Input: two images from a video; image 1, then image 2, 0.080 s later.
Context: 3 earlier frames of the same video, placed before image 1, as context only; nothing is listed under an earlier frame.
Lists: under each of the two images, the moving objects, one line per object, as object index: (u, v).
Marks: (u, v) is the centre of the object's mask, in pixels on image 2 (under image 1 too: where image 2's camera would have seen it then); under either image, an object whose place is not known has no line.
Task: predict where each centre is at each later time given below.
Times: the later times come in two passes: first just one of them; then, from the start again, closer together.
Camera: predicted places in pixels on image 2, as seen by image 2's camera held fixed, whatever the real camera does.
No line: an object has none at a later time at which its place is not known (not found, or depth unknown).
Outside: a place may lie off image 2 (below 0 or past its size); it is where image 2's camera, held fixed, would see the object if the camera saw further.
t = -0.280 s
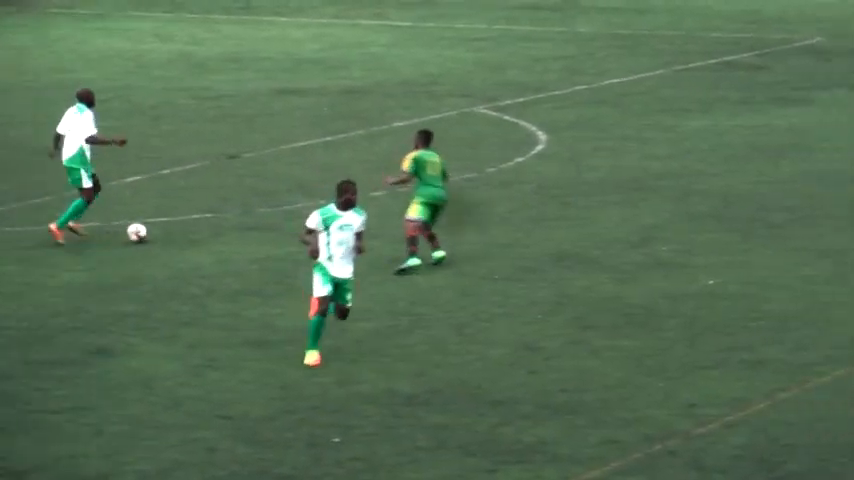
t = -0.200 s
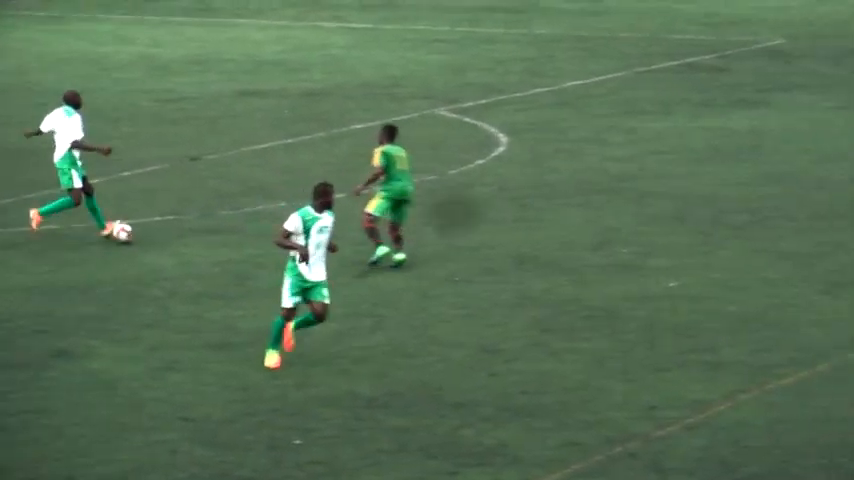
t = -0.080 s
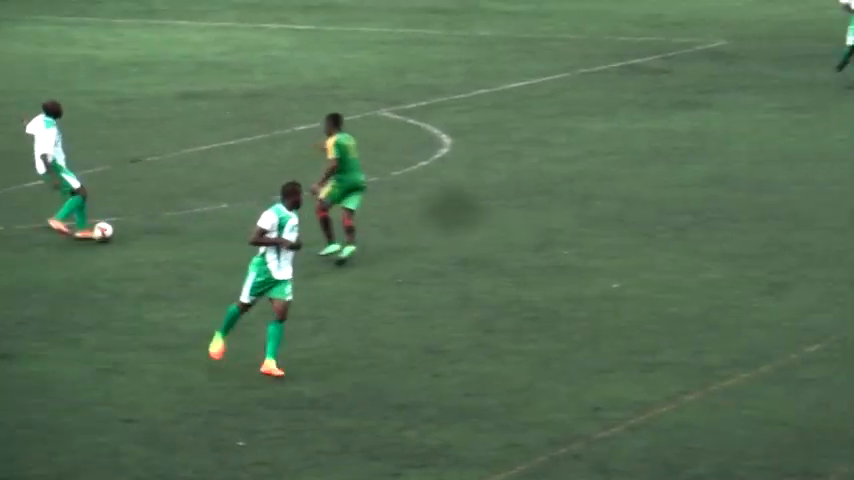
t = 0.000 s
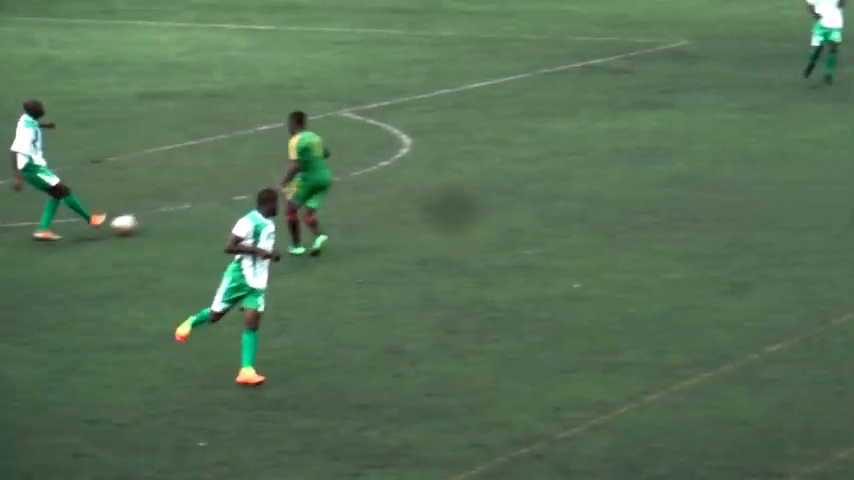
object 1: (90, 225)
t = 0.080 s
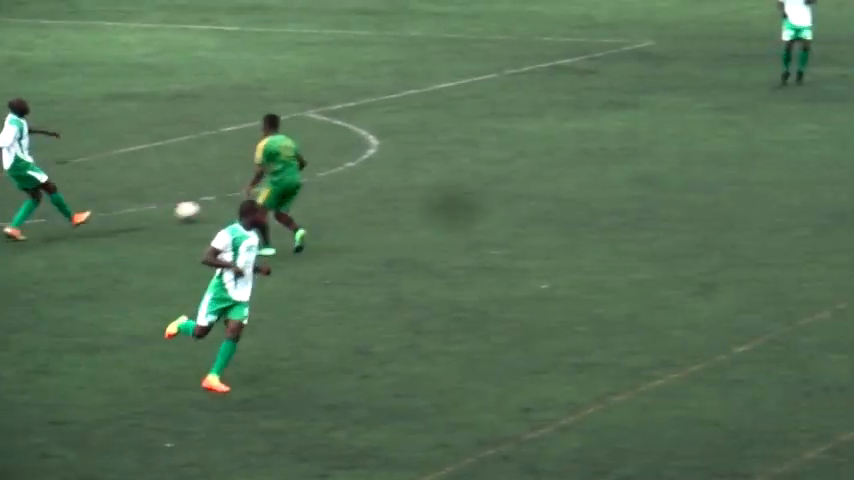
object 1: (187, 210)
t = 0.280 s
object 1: (391, 180)
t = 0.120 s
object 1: (233, 204)
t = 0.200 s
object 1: (314, 190)
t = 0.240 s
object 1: (353, 185)
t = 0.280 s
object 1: (391, 180)
